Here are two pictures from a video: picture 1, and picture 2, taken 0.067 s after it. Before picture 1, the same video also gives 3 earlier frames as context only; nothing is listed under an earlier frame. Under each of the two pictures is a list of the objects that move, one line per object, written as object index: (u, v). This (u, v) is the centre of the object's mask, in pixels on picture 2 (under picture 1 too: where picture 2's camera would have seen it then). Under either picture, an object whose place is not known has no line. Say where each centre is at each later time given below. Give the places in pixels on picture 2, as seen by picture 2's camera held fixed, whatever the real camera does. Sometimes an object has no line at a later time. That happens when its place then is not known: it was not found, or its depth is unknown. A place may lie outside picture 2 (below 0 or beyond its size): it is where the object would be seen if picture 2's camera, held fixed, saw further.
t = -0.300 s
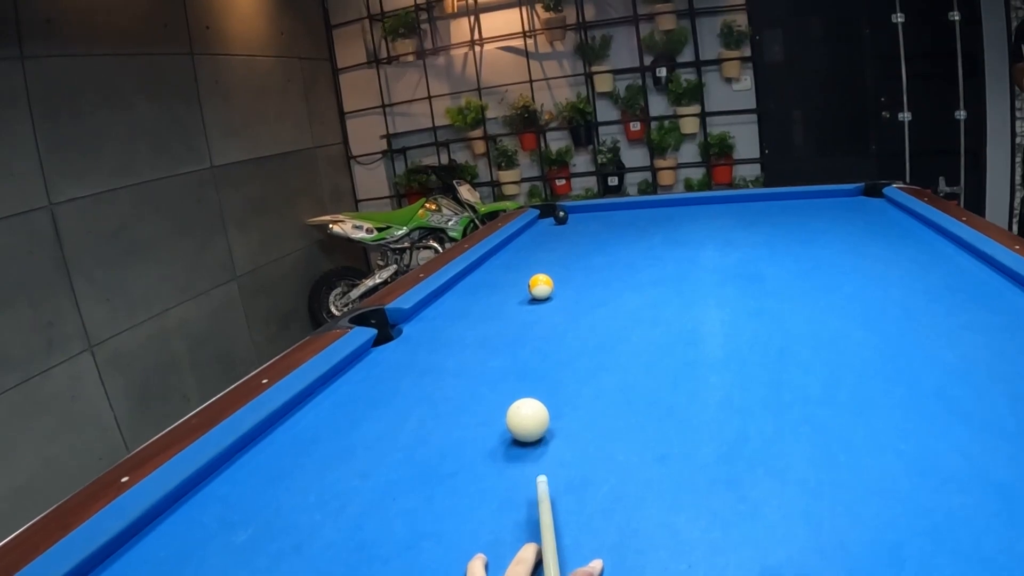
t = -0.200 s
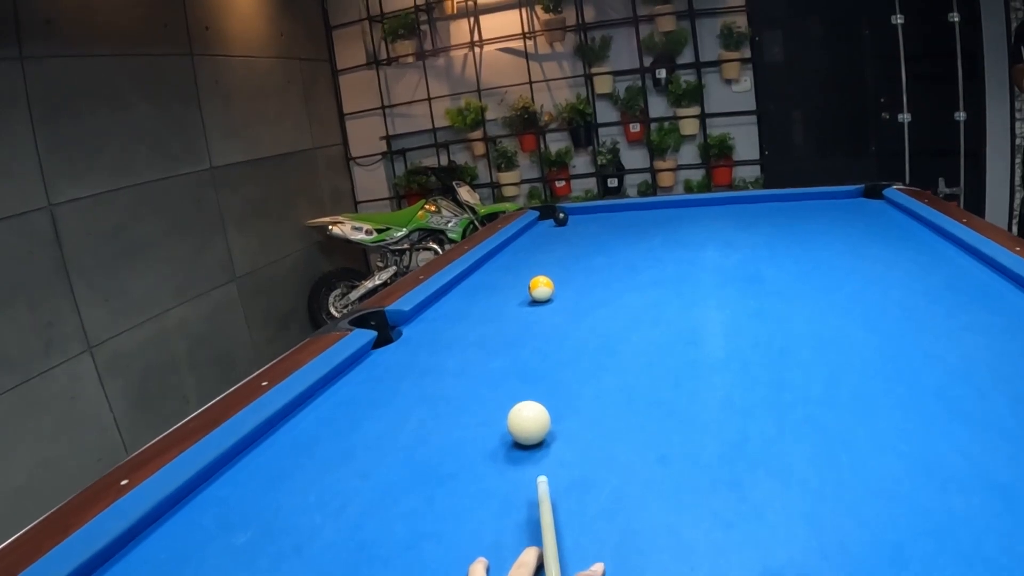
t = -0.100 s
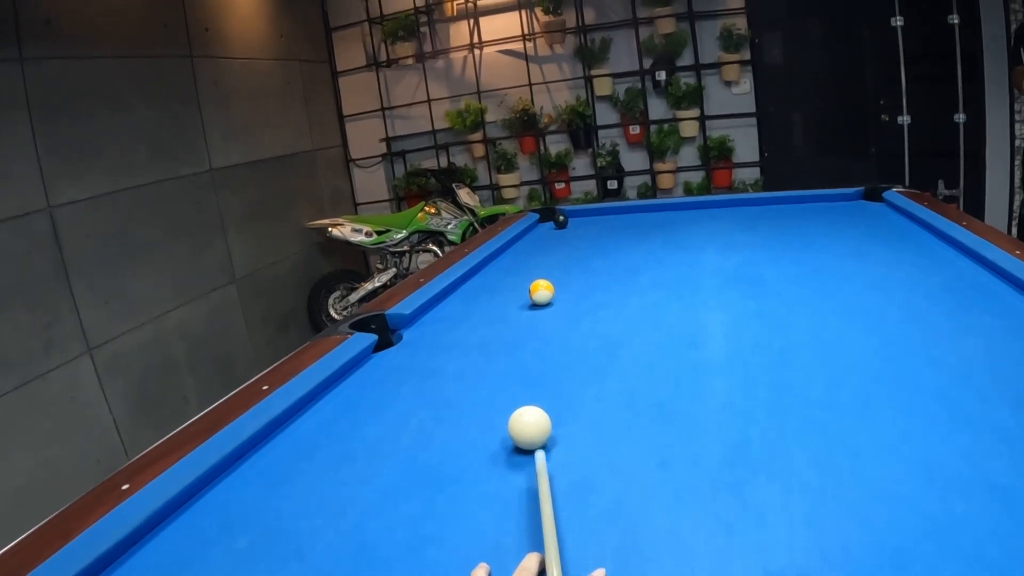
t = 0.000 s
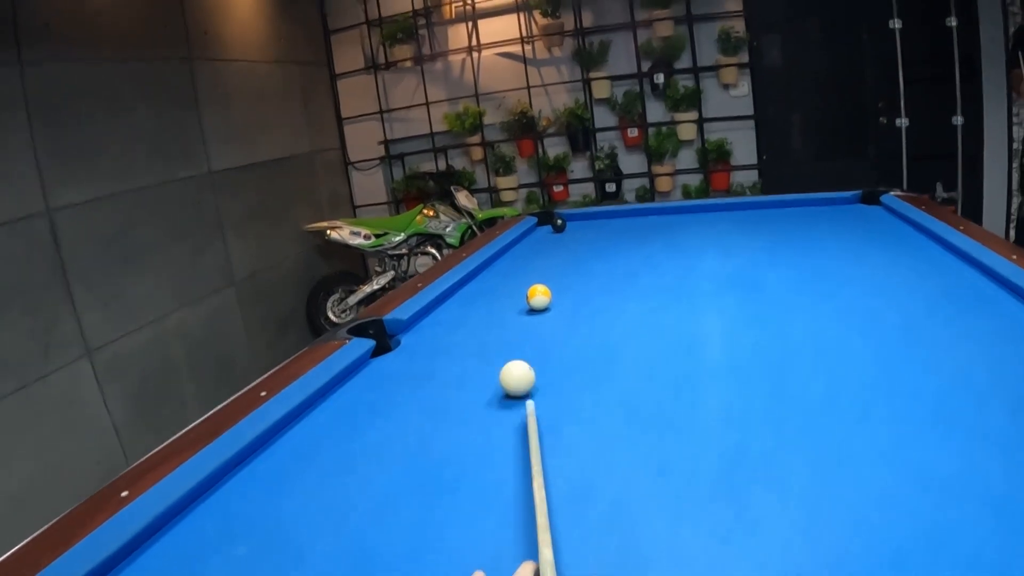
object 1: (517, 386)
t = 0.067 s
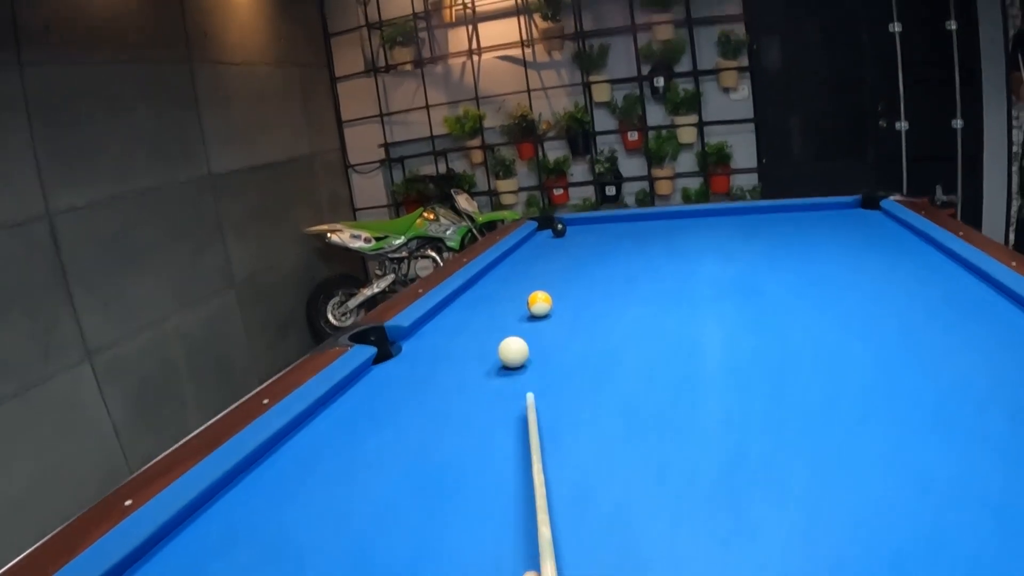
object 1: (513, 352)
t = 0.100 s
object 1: (511, 339)
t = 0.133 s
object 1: (510, 328)
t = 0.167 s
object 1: (508, 318)
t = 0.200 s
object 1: (507, 310)
